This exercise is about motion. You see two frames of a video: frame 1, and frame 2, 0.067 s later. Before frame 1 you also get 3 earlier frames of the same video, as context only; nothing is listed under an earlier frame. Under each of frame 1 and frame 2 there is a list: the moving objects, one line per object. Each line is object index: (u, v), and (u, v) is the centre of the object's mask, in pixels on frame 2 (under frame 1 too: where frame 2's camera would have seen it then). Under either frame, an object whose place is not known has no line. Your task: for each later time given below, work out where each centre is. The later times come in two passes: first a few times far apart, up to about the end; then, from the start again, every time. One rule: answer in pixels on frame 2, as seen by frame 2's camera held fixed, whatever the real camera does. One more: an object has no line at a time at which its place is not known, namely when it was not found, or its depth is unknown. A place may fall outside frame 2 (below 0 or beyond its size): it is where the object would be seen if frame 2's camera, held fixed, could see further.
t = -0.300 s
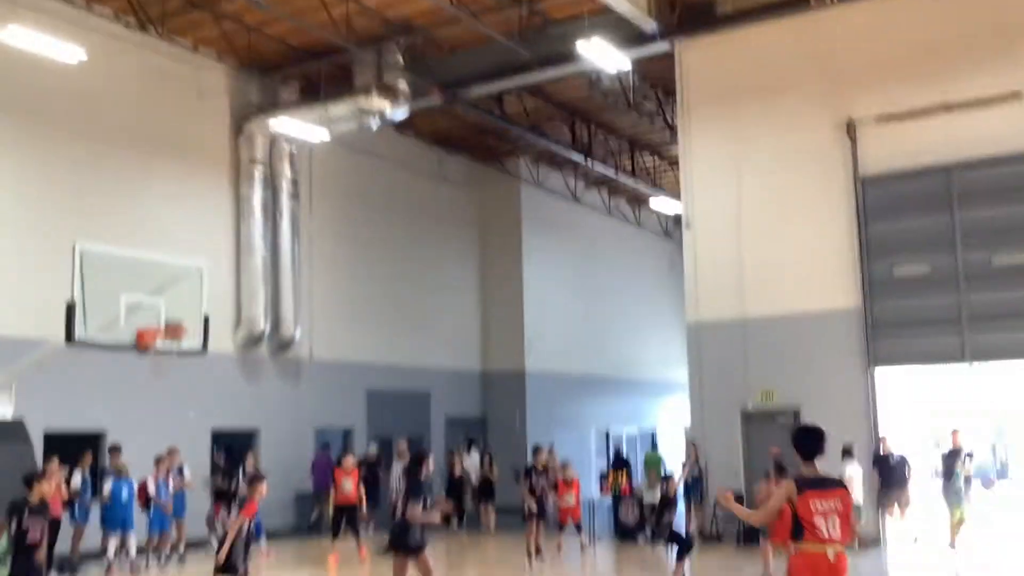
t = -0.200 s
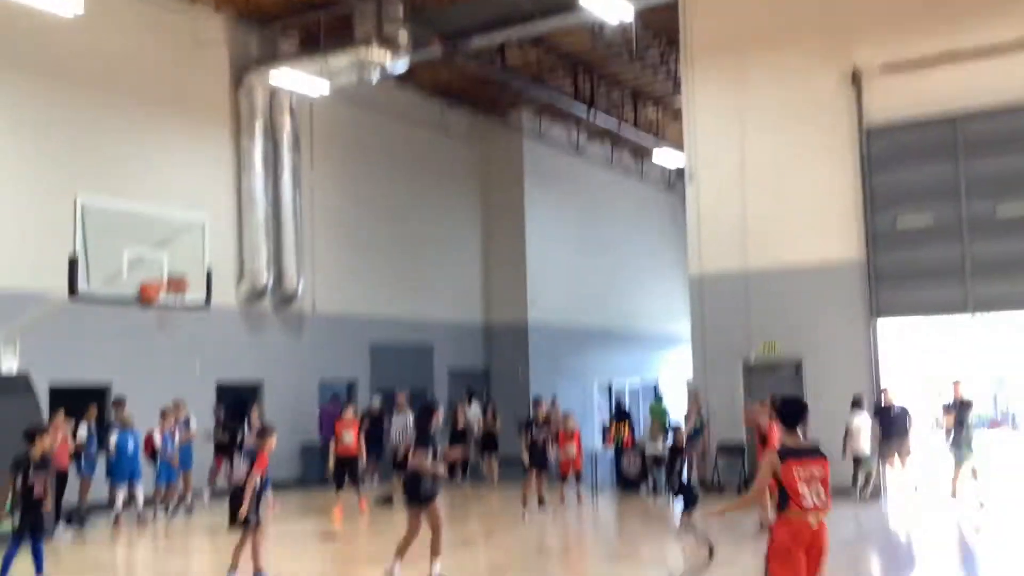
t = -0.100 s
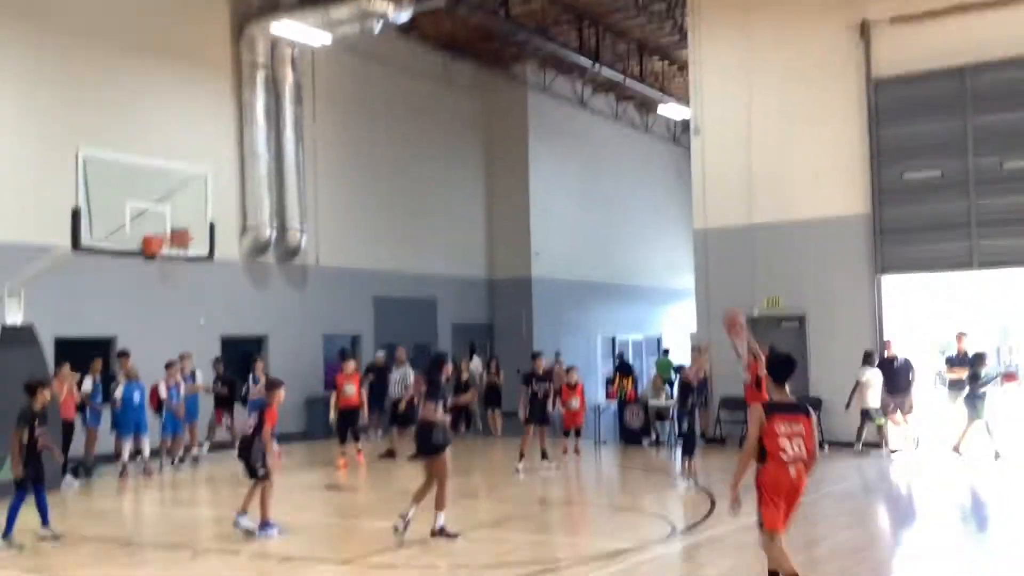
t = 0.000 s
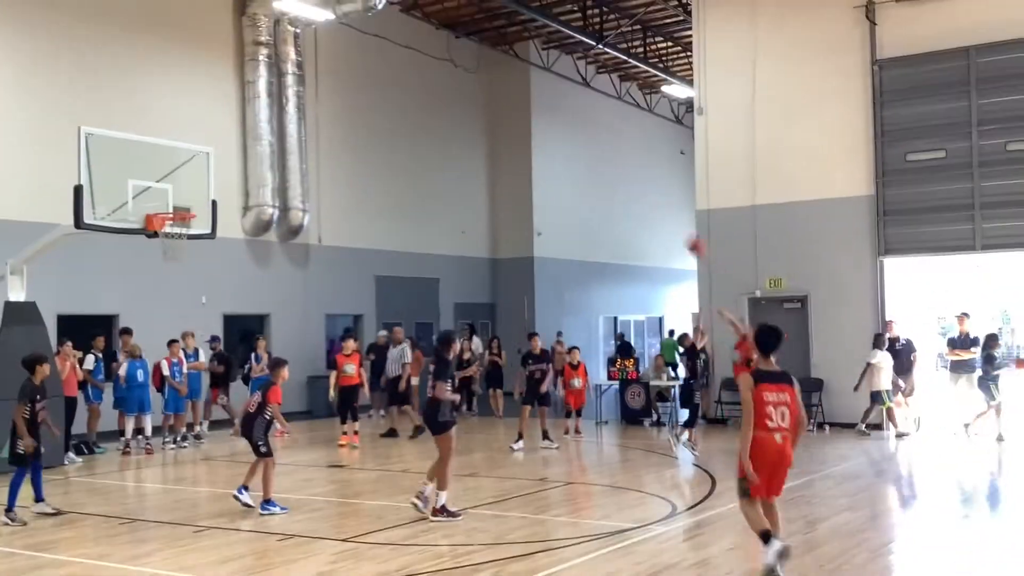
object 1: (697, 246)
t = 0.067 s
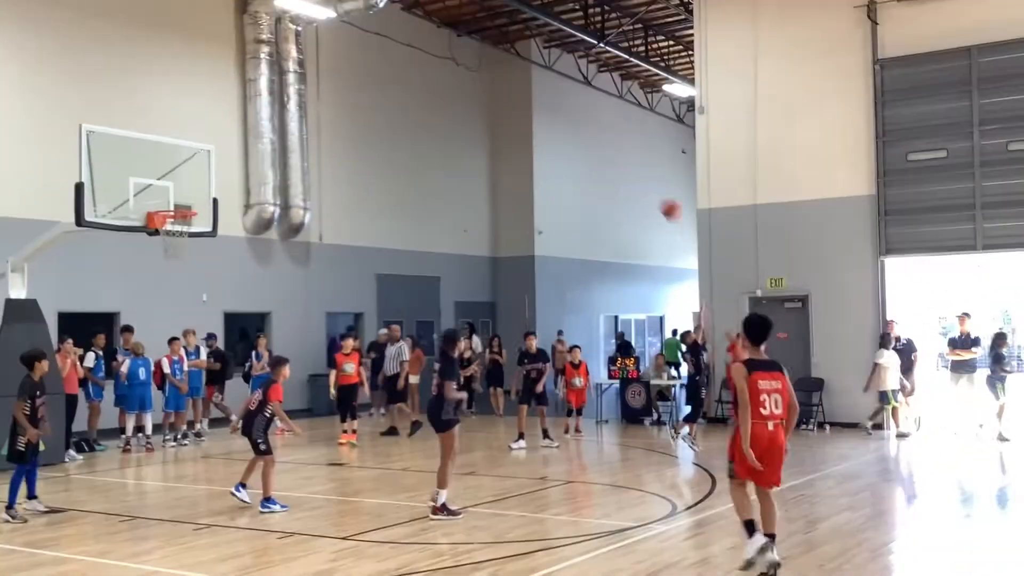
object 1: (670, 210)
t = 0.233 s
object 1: (607, 140)
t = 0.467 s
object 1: (523, 75)
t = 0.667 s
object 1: (452, 53)
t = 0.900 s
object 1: (372, 67)
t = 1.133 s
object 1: (294, 123)
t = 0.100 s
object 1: (658, 194)
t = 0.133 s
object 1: (645, 179)
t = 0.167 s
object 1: (633, 165)
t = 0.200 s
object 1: (620, 152)
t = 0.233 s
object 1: (607, 140)
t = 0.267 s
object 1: (594, 128)
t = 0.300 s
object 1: (582, 117)
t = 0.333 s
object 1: (570, 108)
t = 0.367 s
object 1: (559, 98)
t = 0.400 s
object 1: (546, 89)
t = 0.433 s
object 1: (536, 82)
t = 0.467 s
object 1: (523, 75)
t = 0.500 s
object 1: (512, 70)
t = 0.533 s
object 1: (500, 65)
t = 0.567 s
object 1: (488, 60)
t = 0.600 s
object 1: (475, 57)
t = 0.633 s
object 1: (464, 54)
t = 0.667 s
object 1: (452, 53)
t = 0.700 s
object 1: (441, 53)
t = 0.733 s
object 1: (429, 53)
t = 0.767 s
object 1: (418, 54)
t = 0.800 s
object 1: (406, 56)
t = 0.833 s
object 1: (395, 59)
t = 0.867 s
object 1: (383, 63)
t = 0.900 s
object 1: (372, 67)
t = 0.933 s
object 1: (360, 72)
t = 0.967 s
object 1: (349, 78)
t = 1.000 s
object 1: (338, 85)
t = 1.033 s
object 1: (327, 93)
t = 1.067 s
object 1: (315, 101)
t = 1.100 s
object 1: (304, 112)
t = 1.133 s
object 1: (294, 123)
